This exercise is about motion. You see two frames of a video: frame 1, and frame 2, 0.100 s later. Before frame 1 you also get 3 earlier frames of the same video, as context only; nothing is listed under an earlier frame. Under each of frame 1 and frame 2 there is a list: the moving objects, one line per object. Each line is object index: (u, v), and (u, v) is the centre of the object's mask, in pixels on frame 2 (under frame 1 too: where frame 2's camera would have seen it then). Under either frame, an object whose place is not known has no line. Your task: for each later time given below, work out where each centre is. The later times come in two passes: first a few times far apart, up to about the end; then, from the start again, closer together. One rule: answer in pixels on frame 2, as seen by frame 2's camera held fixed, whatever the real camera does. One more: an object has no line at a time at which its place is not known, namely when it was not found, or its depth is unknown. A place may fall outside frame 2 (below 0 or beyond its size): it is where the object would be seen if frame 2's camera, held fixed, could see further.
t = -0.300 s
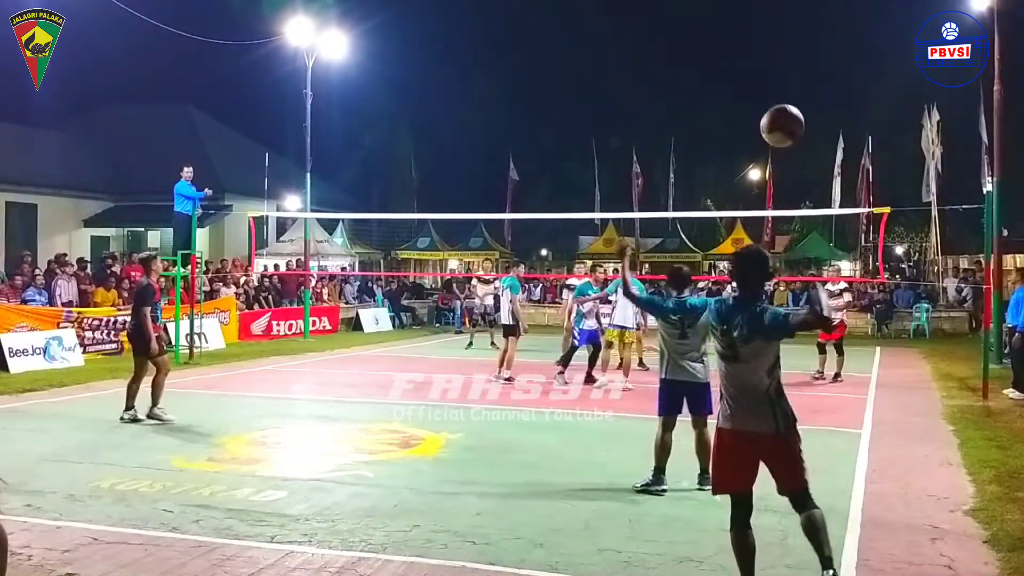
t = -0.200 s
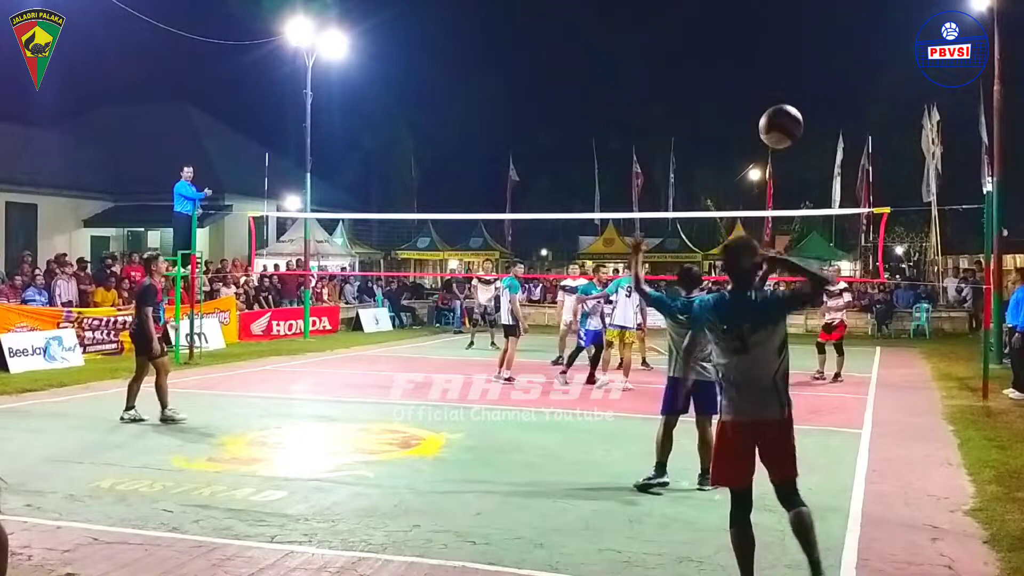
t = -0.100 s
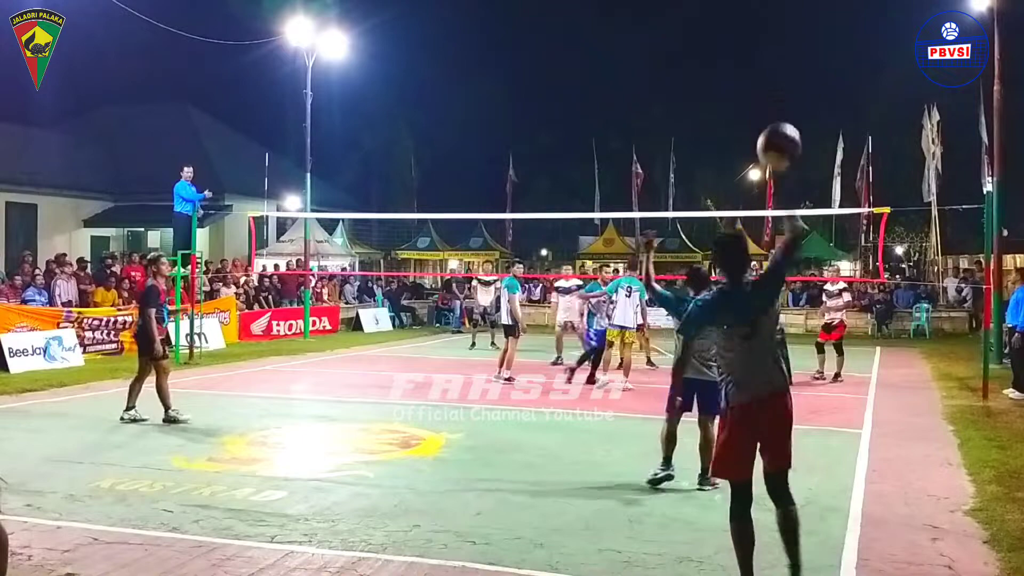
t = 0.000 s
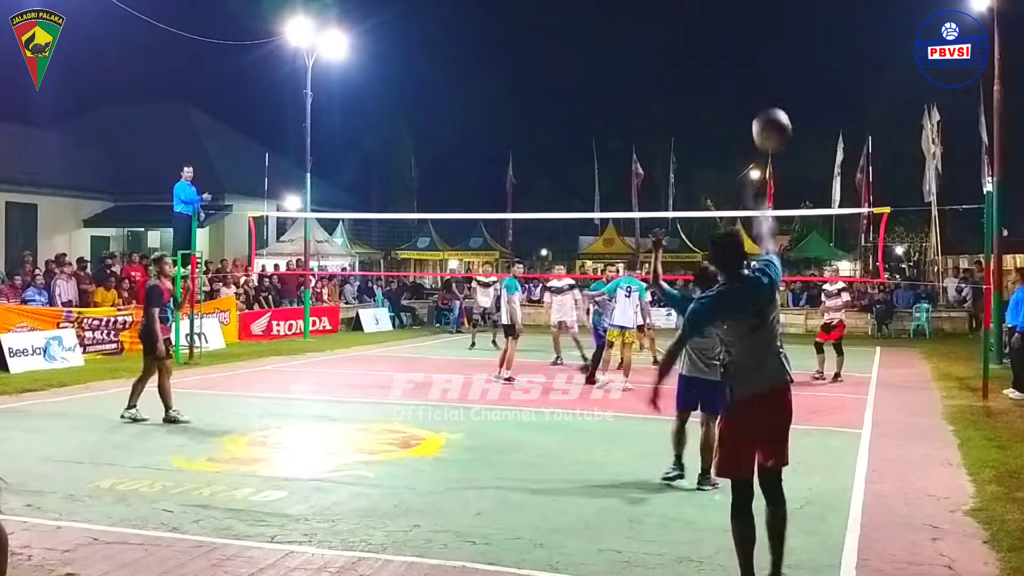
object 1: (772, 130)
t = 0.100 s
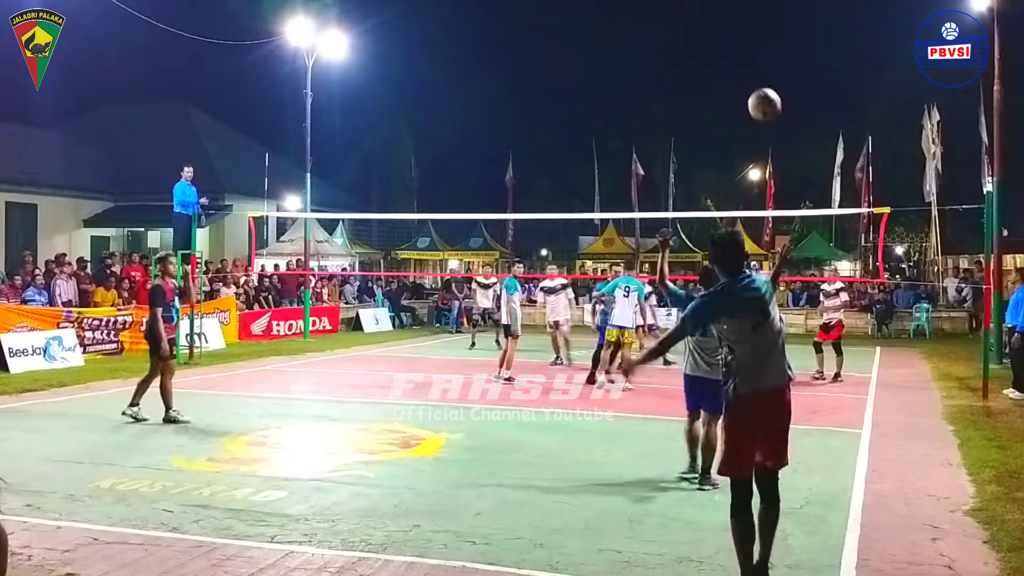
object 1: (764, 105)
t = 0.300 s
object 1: (752, 104)
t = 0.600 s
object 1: (737, 170)
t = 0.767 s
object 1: (729, 223)
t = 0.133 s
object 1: (762, 101)
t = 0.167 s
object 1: (760, 99)
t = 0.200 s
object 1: (758, 98)
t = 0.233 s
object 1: (756, 98)
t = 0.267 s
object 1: (754, 100)
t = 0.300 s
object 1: (752, 104)
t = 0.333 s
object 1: (750, 108)
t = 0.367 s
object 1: (749, 114)
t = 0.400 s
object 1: (747, 120)
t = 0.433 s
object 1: (745, 127)
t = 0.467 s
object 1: (743, 135)
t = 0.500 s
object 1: (742, 143)
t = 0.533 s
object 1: (740, 151)
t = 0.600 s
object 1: (737, 170)
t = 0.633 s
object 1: (735, 179)
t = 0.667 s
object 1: (733, 188)
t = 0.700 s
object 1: (731, 198)
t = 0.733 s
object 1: (730, 205)
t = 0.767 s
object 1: (729, 223)
